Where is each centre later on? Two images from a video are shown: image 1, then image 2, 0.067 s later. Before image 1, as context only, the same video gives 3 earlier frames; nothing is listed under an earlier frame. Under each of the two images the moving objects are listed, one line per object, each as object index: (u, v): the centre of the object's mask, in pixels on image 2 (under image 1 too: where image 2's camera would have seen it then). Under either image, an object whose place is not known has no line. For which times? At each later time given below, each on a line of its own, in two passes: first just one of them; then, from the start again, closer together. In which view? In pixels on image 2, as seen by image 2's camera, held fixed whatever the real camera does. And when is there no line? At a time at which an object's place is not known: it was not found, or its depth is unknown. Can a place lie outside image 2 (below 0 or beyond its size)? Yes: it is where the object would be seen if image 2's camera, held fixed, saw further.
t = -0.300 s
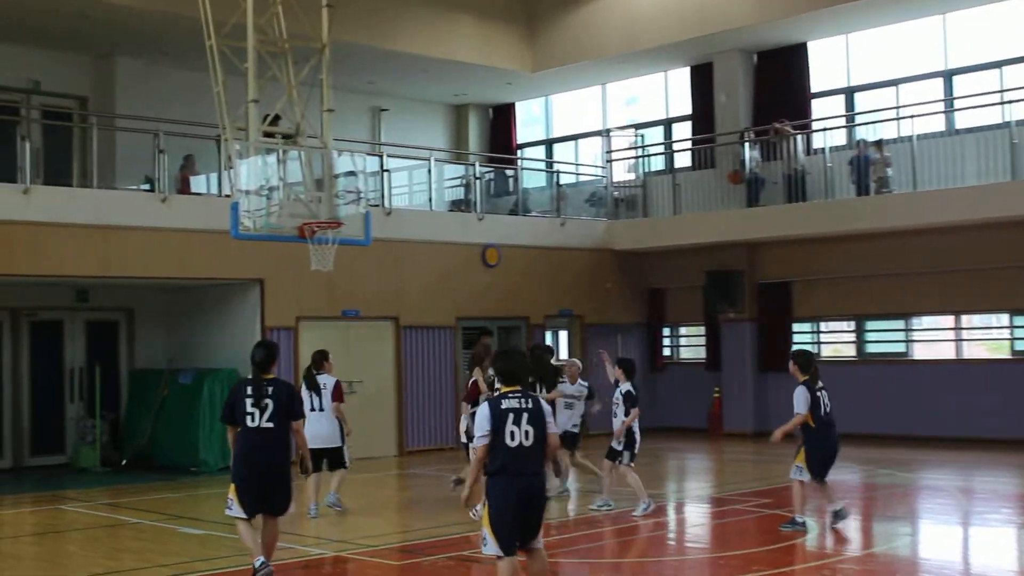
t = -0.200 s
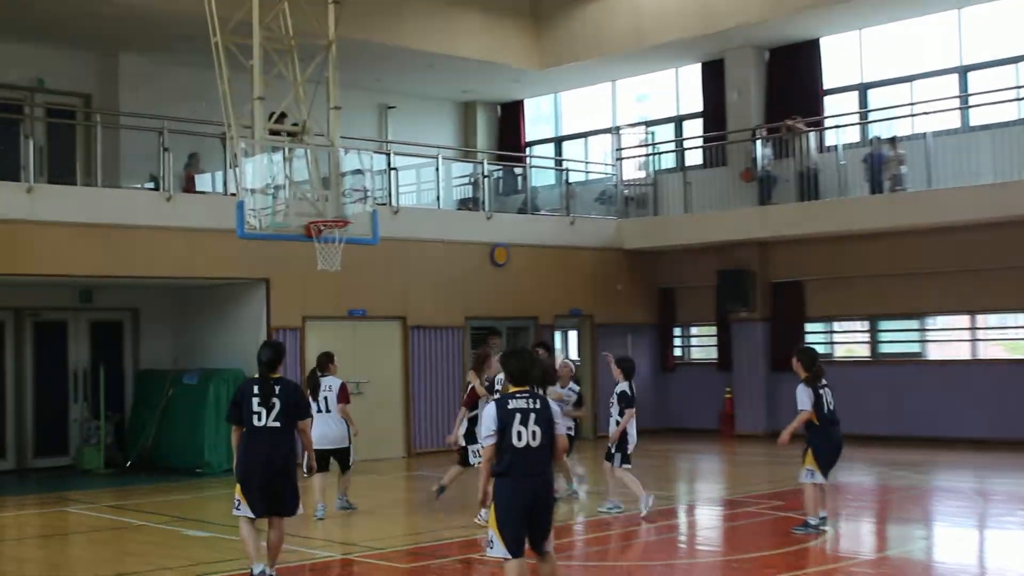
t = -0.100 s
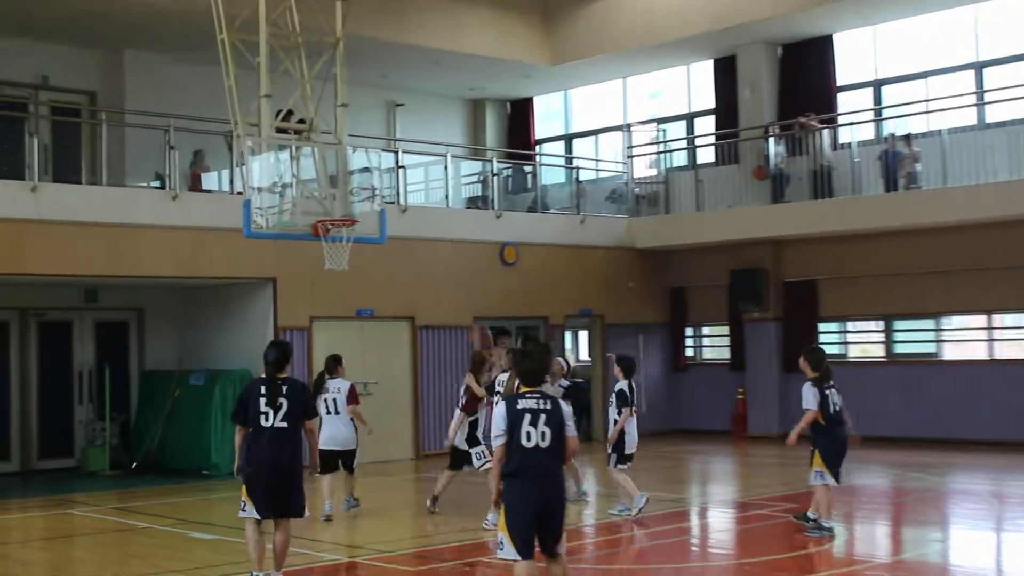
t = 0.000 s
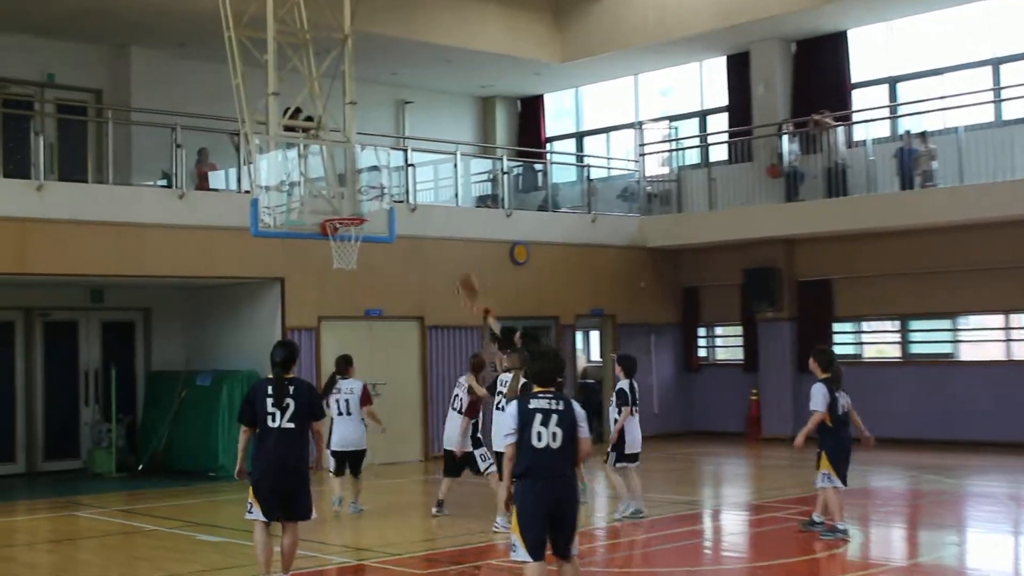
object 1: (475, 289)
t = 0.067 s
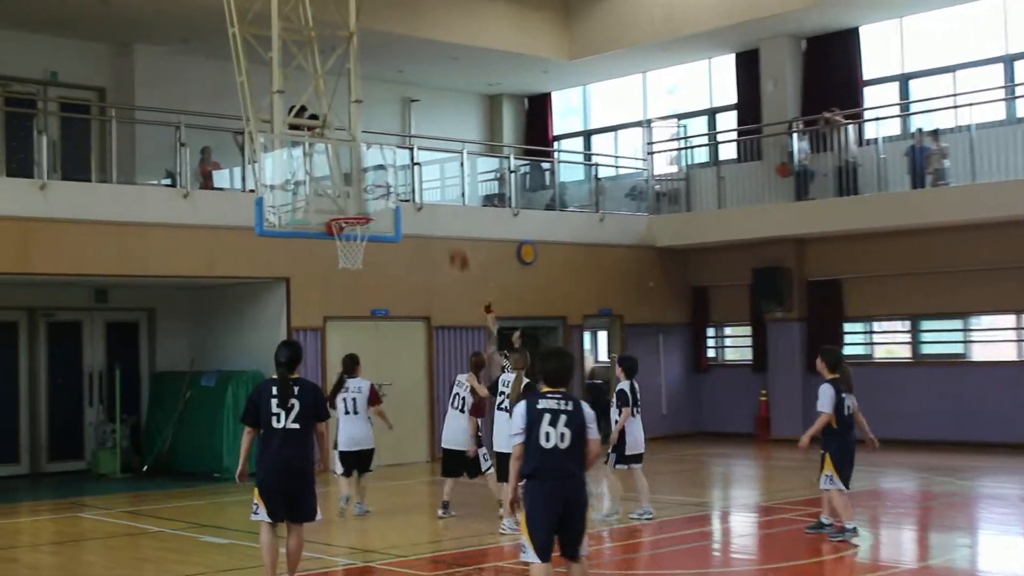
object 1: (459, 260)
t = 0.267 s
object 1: (418, 204)
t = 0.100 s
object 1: (453, 247)
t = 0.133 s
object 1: (445, 236)
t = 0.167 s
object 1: (438, 227)
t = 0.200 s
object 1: (431, 218)
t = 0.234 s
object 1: (424, 211)
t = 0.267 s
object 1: (418, 204)
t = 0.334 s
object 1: (404, 193)
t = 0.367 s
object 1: (398, 190)
